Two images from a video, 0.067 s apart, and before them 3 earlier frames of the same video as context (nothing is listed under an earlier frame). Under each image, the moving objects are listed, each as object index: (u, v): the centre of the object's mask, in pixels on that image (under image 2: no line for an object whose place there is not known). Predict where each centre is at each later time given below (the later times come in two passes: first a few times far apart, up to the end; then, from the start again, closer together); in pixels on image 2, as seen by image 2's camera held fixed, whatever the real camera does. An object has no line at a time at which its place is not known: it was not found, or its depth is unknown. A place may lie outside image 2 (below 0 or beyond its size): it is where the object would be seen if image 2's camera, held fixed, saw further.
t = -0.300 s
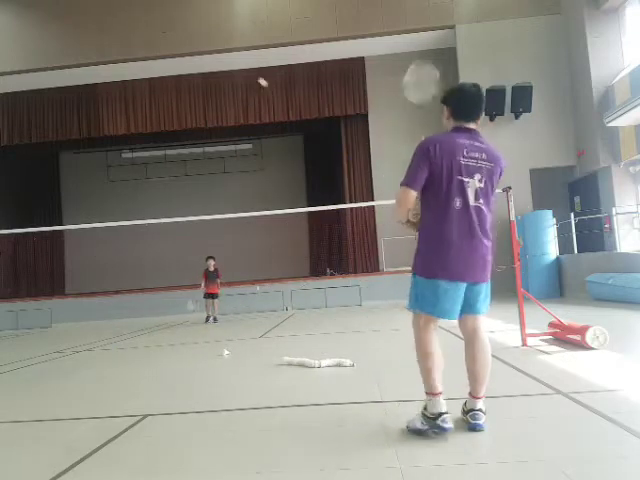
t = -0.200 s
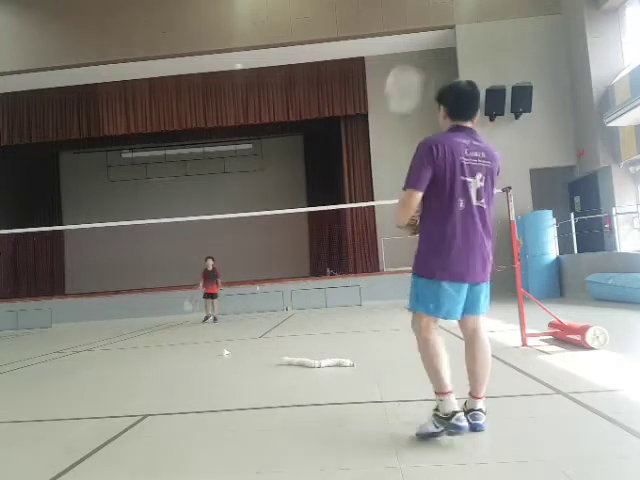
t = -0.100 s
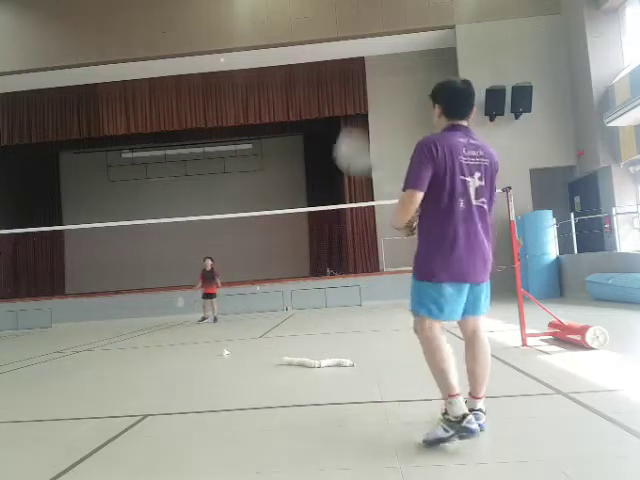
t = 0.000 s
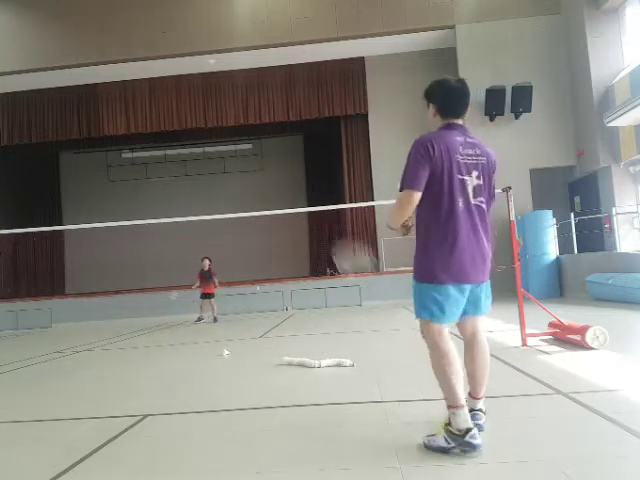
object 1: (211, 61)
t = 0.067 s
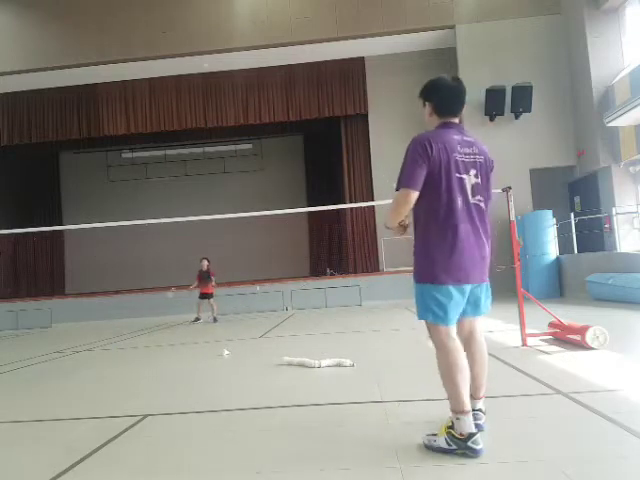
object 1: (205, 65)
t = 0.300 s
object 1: (193, 90)
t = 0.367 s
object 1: (190, 100)
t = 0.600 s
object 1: (186, 144)
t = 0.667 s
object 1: (186, 157)
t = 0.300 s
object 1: (193, 90)
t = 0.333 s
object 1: (191, 95)
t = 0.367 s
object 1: (190, 100)
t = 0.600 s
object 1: (186, 144)
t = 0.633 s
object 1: (186, 151)
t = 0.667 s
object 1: (186, 157)
